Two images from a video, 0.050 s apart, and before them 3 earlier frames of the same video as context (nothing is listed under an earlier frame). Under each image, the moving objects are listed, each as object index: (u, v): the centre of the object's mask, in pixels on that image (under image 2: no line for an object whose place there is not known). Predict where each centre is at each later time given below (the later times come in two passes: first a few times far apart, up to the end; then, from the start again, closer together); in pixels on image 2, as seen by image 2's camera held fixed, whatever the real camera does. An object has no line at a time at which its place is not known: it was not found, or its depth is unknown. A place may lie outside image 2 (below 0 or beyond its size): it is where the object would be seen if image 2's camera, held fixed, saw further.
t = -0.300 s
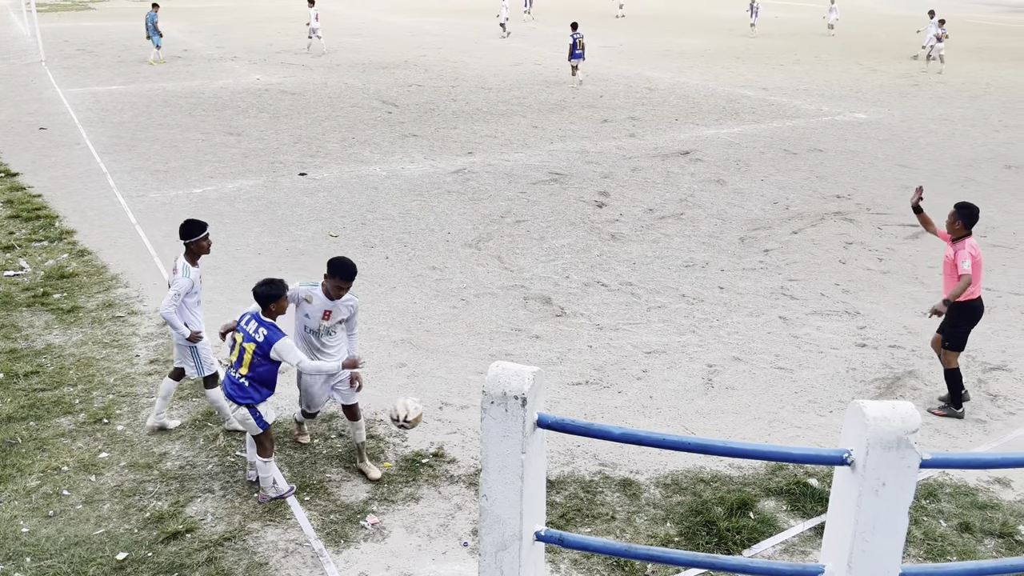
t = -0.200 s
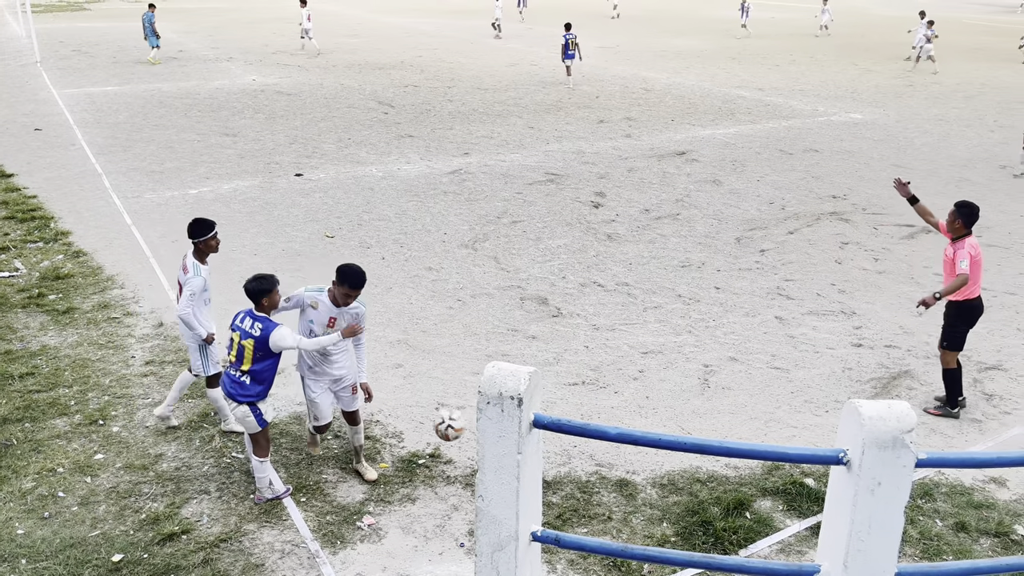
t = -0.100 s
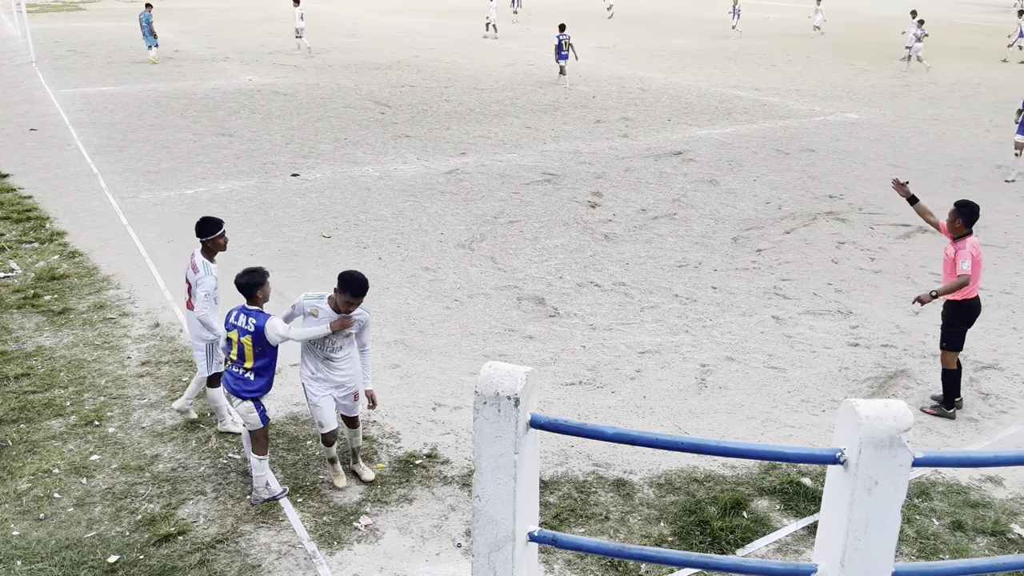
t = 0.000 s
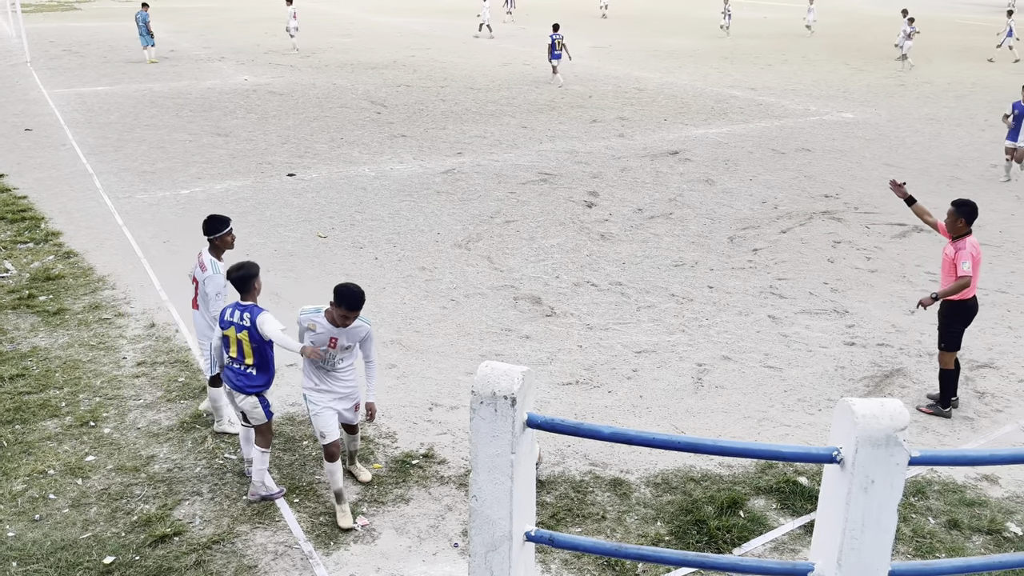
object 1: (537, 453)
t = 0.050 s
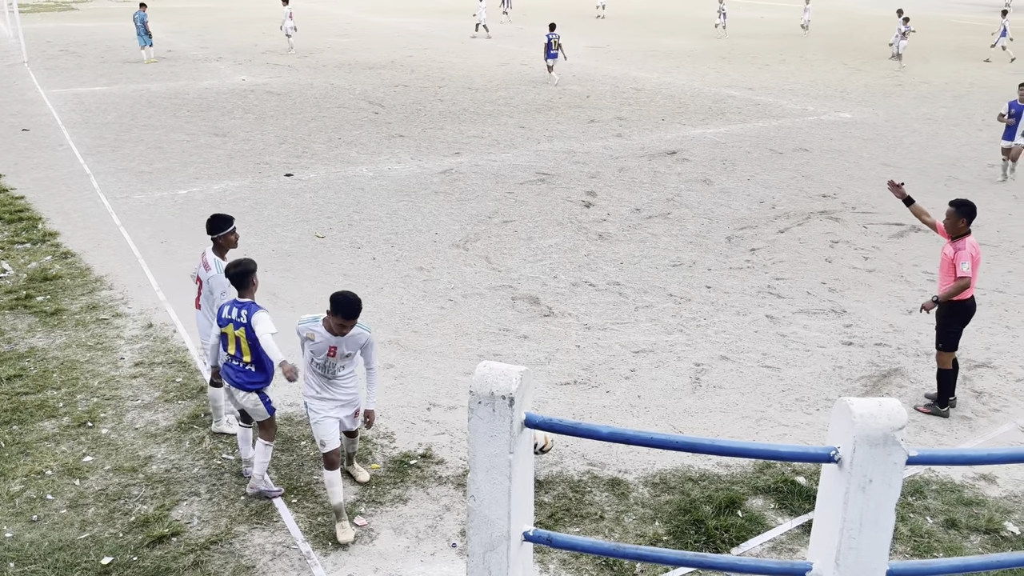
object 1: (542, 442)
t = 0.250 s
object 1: (590, 399)
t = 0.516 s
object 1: (653, 419)
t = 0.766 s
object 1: (711, 414)
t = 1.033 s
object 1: (770, 418)
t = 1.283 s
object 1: (818, 405)
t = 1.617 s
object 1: (877, 391)
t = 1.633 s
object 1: (881, 391)
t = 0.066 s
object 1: (544, 440)
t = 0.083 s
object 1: (546, 437)
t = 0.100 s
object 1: (549, 435)
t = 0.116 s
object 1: (556, 412)
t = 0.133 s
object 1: (559, 410)
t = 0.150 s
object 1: (564, 408)
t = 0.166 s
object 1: (568, 407)
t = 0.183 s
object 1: (572, 406)
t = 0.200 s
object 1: (577, 404)
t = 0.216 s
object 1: (581, 402)
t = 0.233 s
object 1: (586, 400)
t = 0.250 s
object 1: (590, 399)
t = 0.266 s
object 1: (595, 398)
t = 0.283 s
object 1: (598, 397)
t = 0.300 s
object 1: (603, 397)
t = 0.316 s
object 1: (608, 397)
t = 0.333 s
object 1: (611, 398)
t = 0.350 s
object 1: (615, 399)
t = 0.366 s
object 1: (618, 400)
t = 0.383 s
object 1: (623, 401)
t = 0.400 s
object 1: (626, 404)
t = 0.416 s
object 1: (630, 405)
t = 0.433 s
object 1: (633, 407)
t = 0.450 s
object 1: (637, 410)
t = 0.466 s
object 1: (641, 412)
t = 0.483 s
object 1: (645, 415)
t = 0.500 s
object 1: (648, 417)
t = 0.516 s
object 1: (653, 419)
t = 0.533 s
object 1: (657, 422)
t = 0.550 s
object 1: (661, 425)
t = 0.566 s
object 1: (664, 427)
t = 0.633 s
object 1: (679, 431)
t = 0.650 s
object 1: (683, 428)
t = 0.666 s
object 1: (687, 427)
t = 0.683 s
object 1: (691, 424)
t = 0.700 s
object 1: (695, 423)
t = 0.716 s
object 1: (699, 421)
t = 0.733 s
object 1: (703, 419)
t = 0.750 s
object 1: (707, 416)
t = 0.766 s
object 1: (711, 414)
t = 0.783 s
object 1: (714, 411)
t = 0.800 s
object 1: (718, 409)
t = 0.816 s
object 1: (722, 407)
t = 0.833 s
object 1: (726, 406)
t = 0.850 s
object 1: (731, 405)
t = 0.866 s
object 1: (735, 405)
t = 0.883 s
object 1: (739, 404)
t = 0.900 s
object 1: (743, 405)
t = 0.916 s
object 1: (747, 405)
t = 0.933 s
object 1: (750, 406)
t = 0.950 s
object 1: (753, 408)
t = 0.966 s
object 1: (757, 409)
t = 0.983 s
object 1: (760, 411)
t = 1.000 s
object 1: (764, 412)
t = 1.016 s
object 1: (767, 415)
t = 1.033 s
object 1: (770, 418)
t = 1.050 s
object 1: (773, 421)
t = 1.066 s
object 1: (775, 424)
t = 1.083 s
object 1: (779, 428)
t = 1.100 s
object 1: (781, 430)
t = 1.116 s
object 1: (786, 429)
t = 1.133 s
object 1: (789, 426)
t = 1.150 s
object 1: (792, 423)
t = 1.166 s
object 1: (796, 419)
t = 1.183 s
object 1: (799, 417)
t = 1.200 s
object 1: (803, 413)
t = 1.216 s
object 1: (806, 411)
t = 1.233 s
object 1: (809, 408)
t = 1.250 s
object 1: (812, 407)
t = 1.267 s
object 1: (816, 405)
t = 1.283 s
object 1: (818, 405)
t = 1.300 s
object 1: (820, 403)
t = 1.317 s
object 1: (822, 403)
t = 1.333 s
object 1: (824, 402)
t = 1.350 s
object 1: (826, 401)
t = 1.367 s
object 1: (828, 401)
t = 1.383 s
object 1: (830, 401)
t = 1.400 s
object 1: (833, 399)
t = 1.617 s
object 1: (877, 391)
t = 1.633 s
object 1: (881, 391)
